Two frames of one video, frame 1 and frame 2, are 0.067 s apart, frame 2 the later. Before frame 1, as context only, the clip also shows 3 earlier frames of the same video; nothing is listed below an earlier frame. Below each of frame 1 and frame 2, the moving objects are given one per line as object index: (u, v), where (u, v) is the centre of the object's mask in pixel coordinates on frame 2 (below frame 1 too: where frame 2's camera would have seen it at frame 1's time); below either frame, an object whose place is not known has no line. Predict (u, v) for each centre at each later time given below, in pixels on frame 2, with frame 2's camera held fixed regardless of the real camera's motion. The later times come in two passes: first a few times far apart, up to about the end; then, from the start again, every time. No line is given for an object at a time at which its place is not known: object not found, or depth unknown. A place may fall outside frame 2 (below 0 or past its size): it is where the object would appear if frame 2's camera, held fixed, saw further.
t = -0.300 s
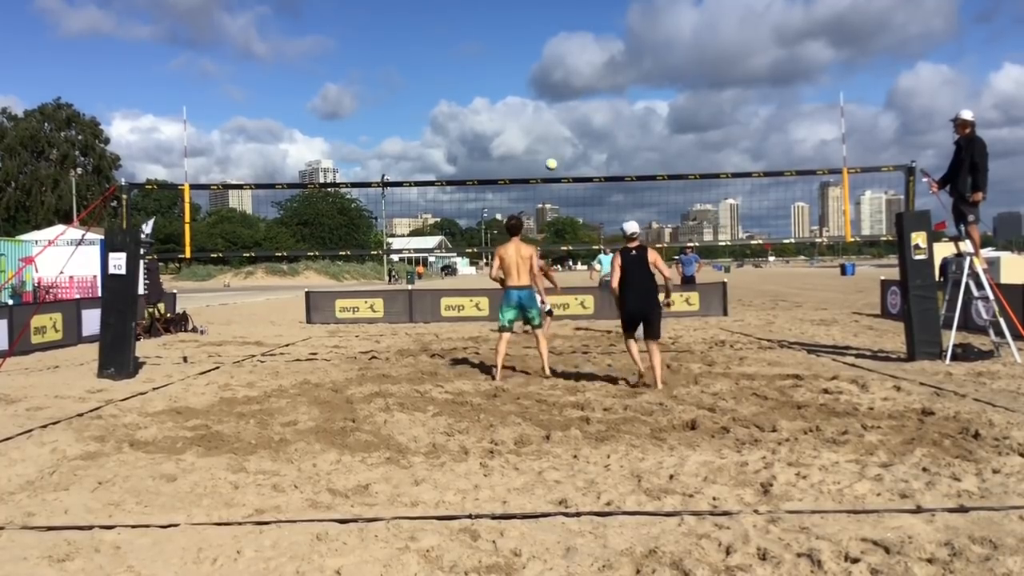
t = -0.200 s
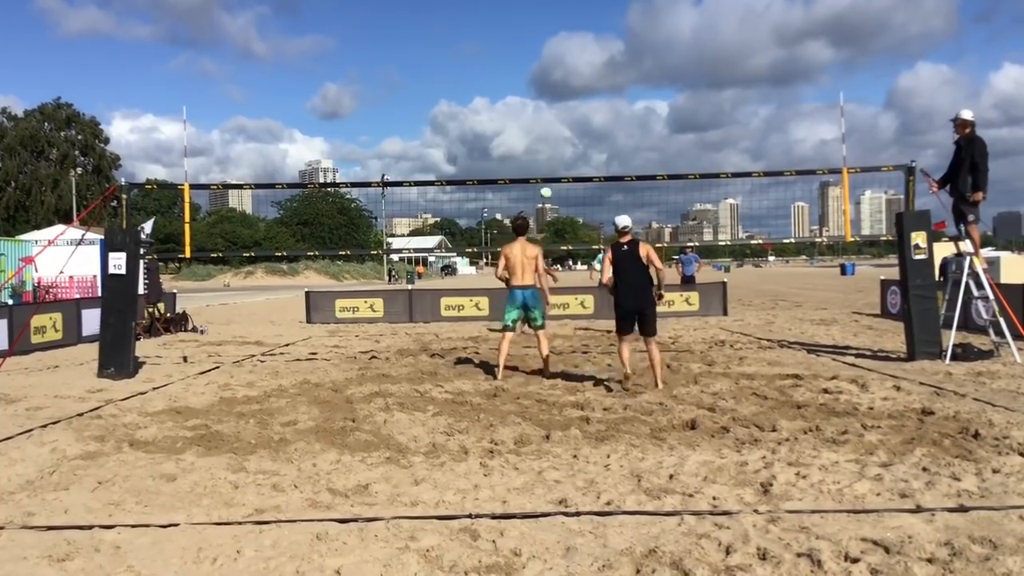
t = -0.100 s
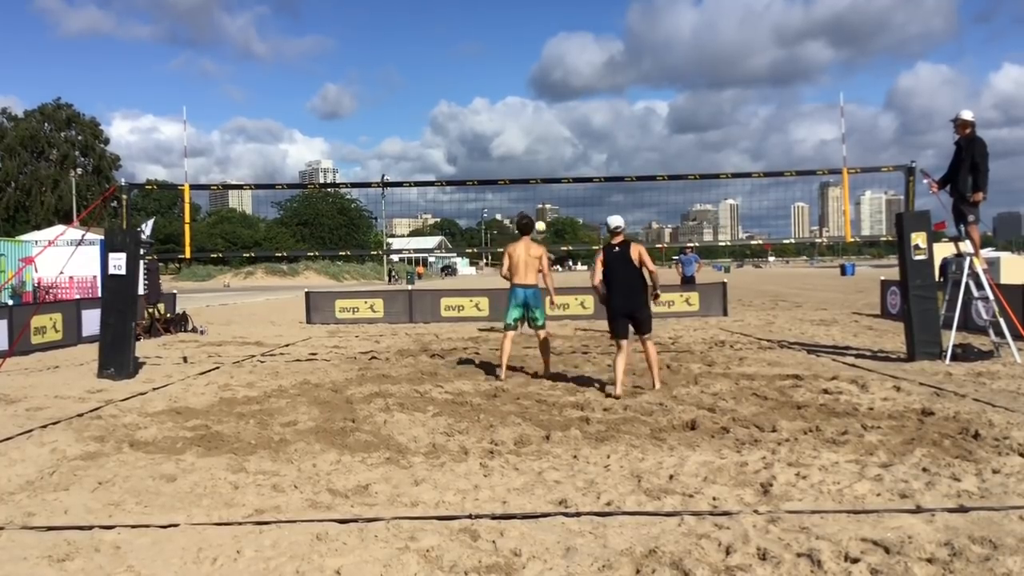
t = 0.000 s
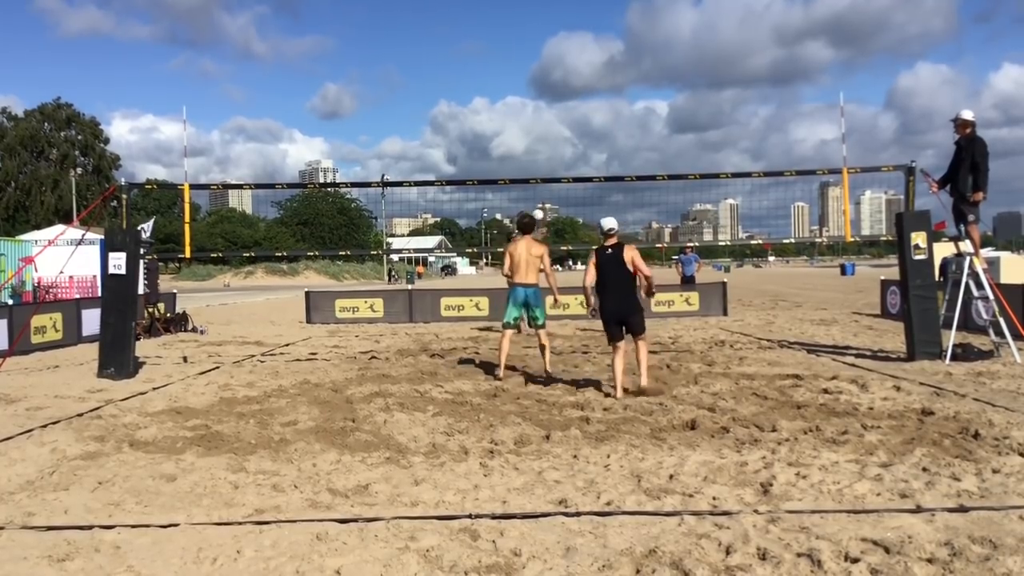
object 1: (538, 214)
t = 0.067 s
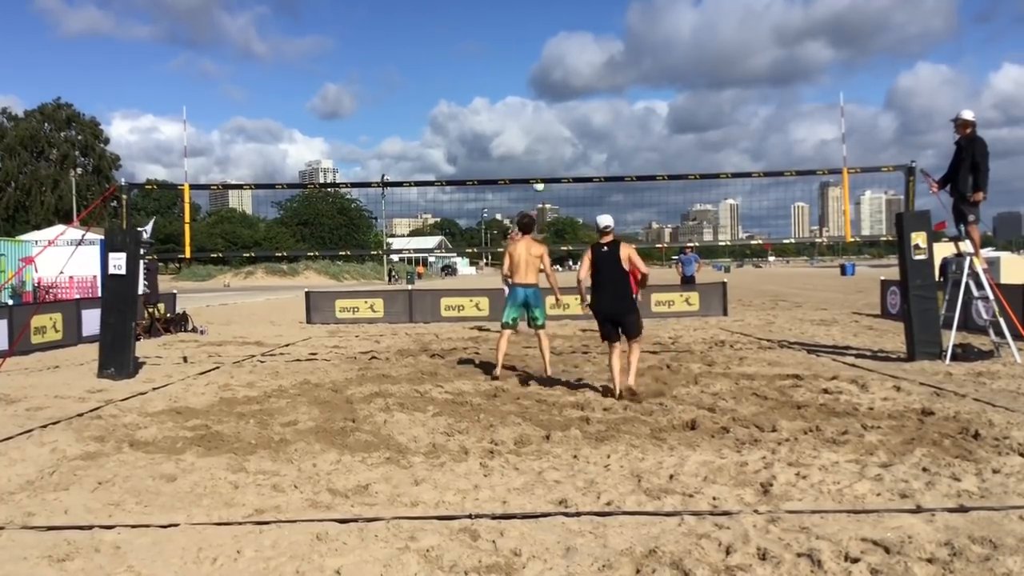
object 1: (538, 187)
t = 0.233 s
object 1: (539, 122)
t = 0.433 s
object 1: (541, 61)
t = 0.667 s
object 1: (541, 19)
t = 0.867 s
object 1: (539, 7)
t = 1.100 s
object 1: (534, 25)
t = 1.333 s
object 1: (527, 79)
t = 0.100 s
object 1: (538, 171)
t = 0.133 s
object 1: (538, 158)
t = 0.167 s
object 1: (538, 146)
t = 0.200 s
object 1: (539, 133)
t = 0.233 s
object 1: (539, 122)
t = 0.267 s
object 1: (539, 110)
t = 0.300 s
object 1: (540, 99)
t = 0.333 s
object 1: (540, 89)
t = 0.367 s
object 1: (540, 79)
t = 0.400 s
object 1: (540, 70)
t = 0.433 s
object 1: (541, 61)
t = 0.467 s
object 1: (541, 53)
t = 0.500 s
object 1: (541, 46)
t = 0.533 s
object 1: (541, 39)
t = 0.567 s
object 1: (541, 33)
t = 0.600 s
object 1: (541, 28)
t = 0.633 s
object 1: (541, 23)
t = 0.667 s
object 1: (541, 19)
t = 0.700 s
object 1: (541, 15)
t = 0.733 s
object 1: (540, 12)
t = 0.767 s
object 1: (540, 9)
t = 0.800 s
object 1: (540, 8)
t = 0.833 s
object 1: (539, 7)
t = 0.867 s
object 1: (539, 7)
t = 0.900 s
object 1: (539, 7)
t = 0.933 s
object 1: (538, 8)
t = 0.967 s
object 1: (537, 11)
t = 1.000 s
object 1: (537, 13)
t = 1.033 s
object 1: (536, 16)
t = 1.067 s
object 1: (535, 20)
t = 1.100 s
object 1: (534, 25)
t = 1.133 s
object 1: (533, 30)
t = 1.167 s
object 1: (532, 36)
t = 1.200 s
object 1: (531, 44)
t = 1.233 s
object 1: (530, 51)
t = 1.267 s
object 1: (529, 60)
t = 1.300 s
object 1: (528, 69)
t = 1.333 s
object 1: (527, 79)
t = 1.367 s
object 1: (526, 91)
